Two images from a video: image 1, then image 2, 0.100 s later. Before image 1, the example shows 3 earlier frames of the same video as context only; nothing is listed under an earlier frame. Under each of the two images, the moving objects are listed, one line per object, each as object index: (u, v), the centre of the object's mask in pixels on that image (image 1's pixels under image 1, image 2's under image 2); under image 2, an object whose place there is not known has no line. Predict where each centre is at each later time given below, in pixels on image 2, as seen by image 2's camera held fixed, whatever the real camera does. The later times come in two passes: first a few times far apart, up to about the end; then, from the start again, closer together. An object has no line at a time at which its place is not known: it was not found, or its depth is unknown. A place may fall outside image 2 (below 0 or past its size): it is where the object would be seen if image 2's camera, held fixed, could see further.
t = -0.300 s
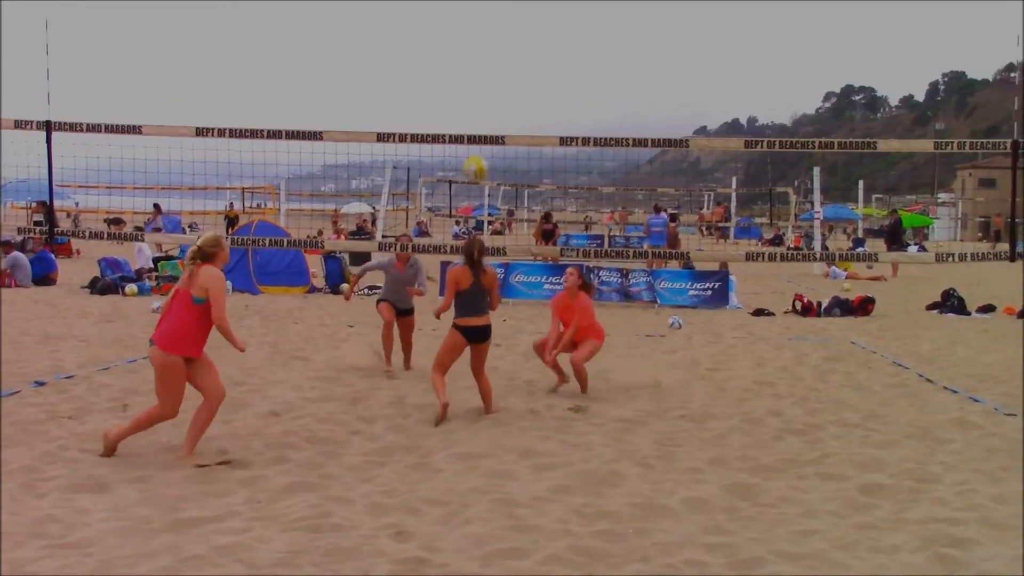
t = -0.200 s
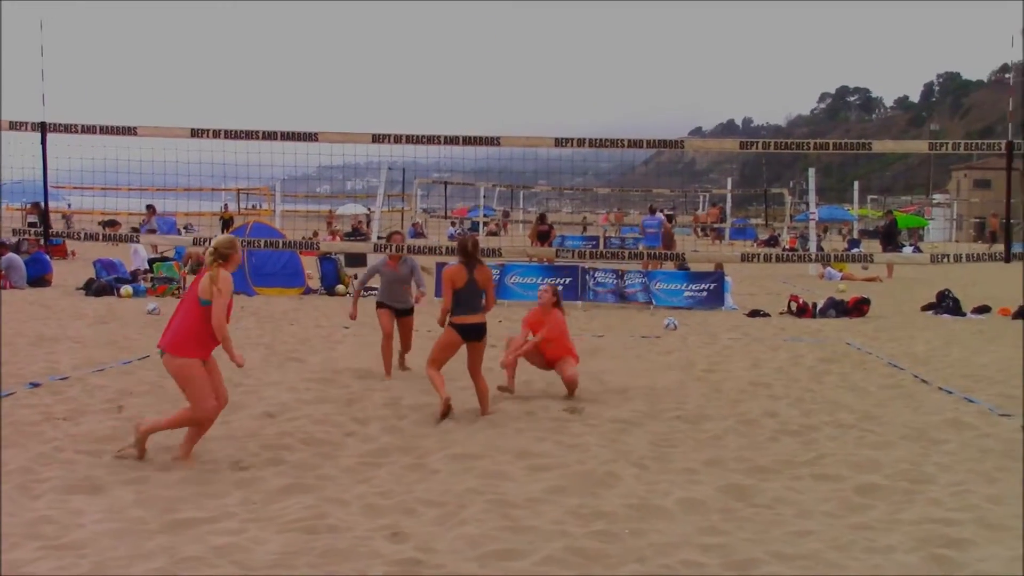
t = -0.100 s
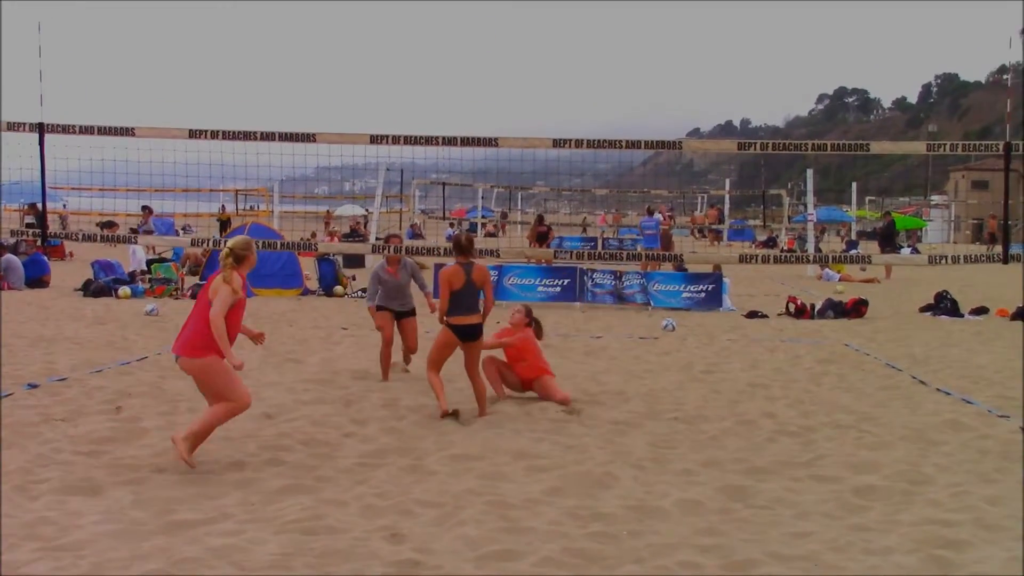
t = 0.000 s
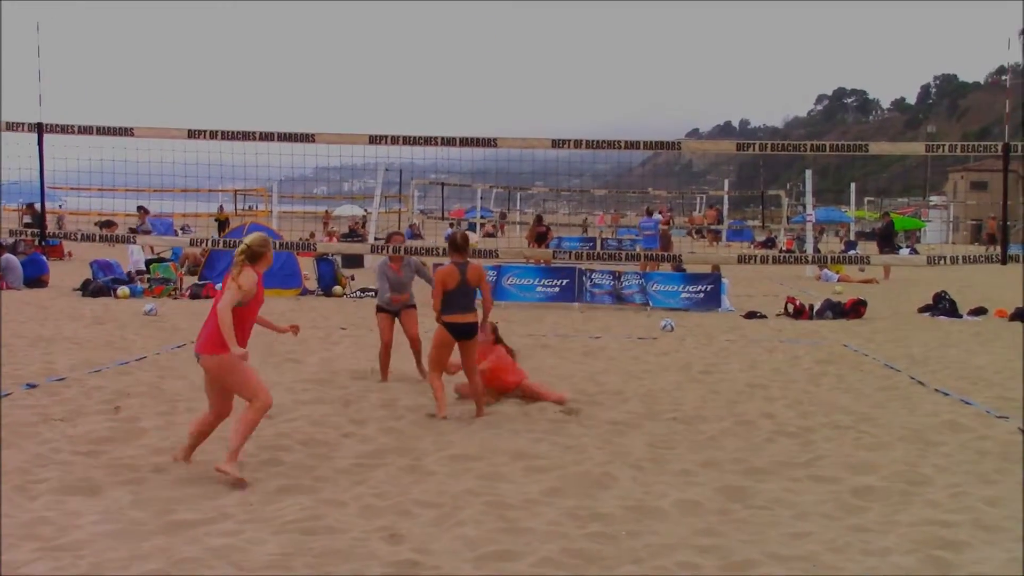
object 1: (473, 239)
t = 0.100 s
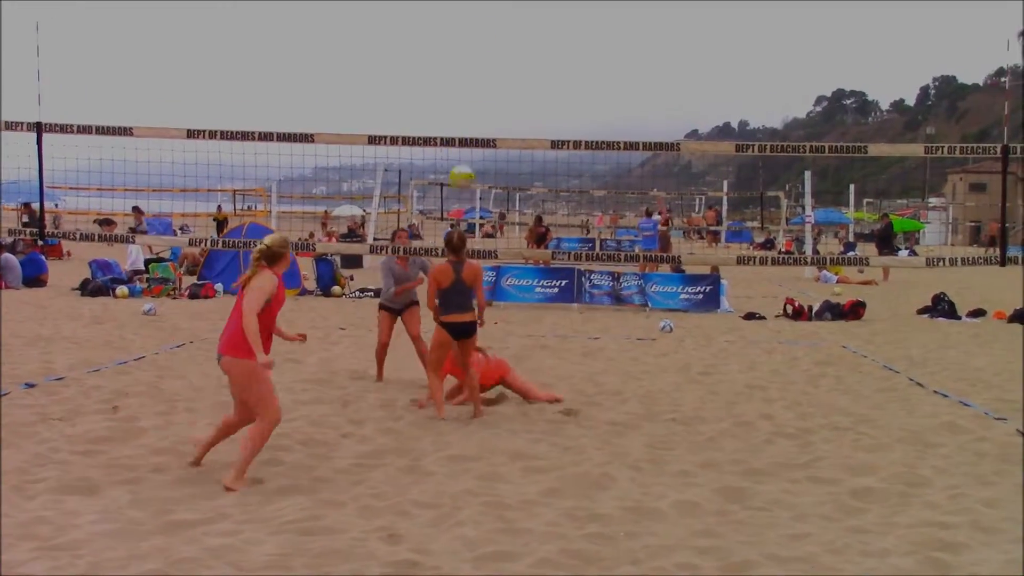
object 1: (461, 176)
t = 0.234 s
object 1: (456, 107)
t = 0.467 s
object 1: (448, 31)
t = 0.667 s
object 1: (443, 11)
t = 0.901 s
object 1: (434, 45)
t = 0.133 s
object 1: (461, 159)
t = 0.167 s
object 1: (458, 134)
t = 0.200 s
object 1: (457, 124)
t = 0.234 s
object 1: (456, 107)
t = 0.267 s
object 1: (455, 93)
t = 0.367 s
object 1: (452, 56)
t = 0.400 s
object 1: (450, 46)
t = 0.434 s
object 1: (450, 36)
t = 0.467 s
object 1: (448, 31)
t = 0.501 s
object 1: (447, 24)
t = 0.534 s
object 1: (447, 18)
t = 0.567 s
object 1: (446, 15)
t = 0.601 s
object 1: (445, 12)
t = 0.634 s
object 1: (444, 10)
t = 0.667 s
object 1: (443, 11)
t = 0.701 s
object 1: (441, 13)
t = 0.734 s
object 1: (441, 14)
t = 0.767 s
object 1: (439, 18)
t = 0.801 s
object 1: (439, 22)
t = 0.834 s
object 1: (438, 28)
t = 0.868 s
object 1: (436, 36)
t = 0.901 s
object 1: (434, 45)
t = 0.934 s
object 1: (434, 55)
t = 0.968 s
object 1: (433, 66)
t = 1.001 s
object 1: (432, 77)
